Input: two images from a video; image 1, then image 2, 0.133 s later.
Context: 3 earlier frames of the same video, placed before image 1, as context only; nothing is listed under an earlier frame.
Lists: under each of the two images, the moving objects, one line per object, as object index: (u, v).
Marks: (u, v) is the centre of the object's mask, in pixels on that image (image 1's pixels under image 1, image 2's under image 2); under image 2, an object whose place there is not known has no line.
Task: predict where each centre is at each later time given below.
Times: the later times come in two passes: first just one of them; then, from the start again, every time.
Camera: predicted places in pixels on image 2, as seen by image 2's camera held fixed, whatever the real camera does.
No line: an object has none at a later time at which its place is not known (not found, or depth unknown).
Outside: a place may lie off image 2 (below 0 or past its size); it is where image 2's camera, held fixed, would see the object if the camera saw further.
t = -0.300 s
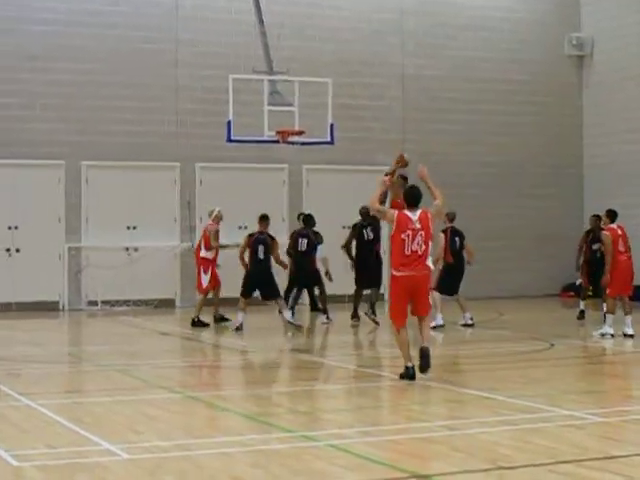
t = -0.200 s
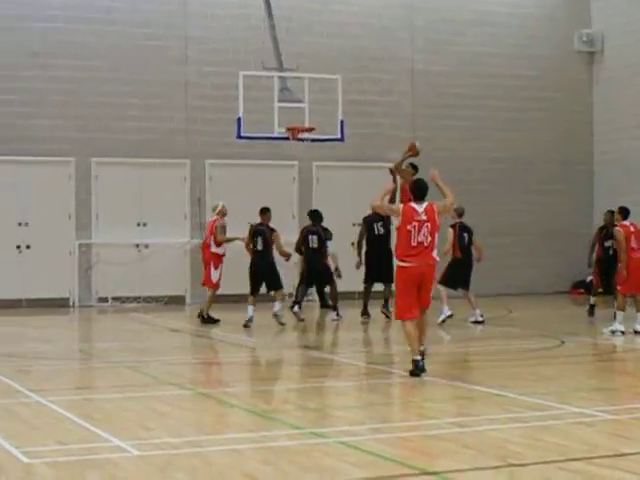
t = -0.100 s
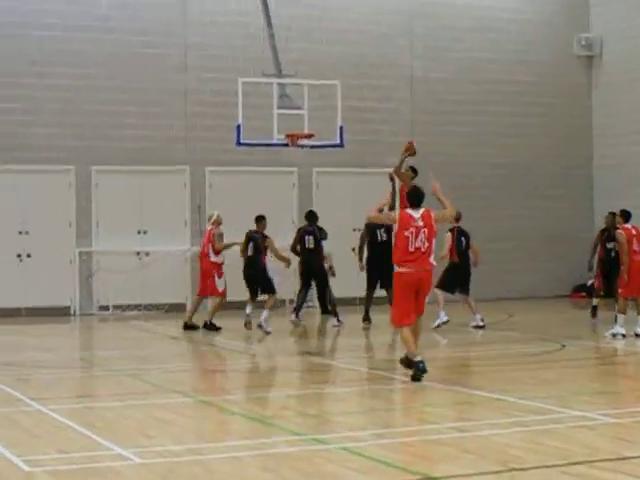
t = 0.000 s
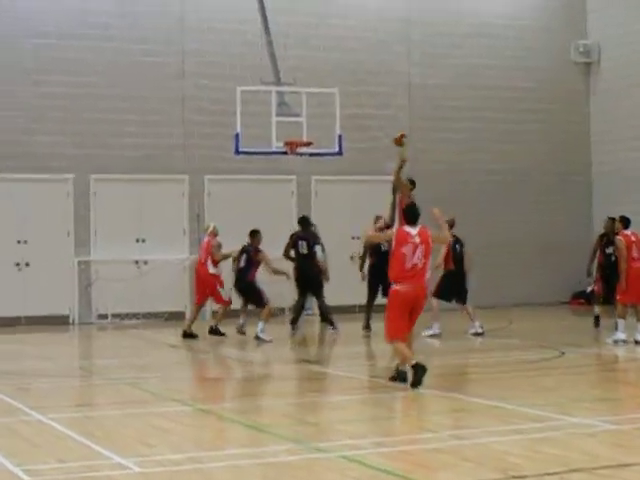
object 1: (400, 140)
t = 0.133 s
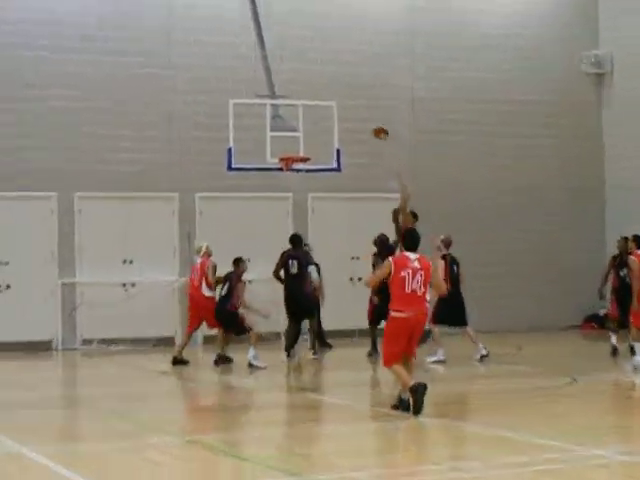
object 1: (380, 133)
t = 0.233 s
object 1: (365, 123)
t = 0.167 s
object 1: (375, 129)
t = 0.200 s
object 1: (370, 126)
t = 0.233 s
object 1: (365, 123)
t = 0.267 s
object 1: (360, 120)
